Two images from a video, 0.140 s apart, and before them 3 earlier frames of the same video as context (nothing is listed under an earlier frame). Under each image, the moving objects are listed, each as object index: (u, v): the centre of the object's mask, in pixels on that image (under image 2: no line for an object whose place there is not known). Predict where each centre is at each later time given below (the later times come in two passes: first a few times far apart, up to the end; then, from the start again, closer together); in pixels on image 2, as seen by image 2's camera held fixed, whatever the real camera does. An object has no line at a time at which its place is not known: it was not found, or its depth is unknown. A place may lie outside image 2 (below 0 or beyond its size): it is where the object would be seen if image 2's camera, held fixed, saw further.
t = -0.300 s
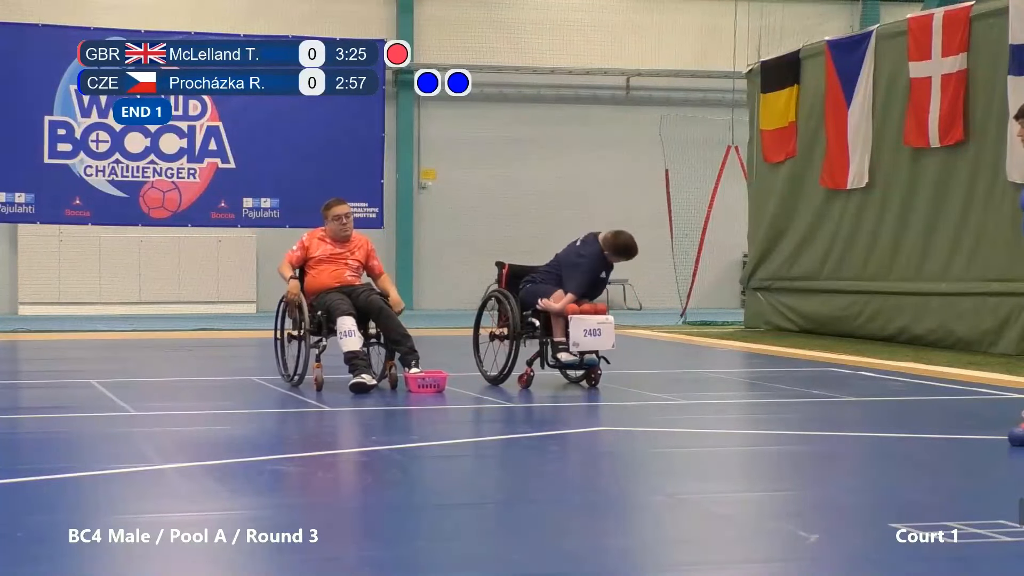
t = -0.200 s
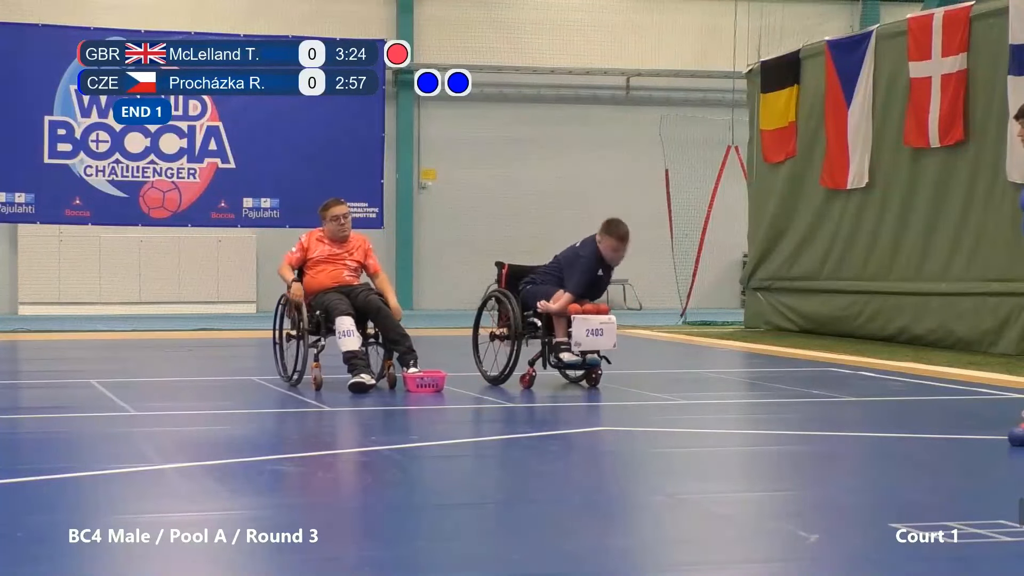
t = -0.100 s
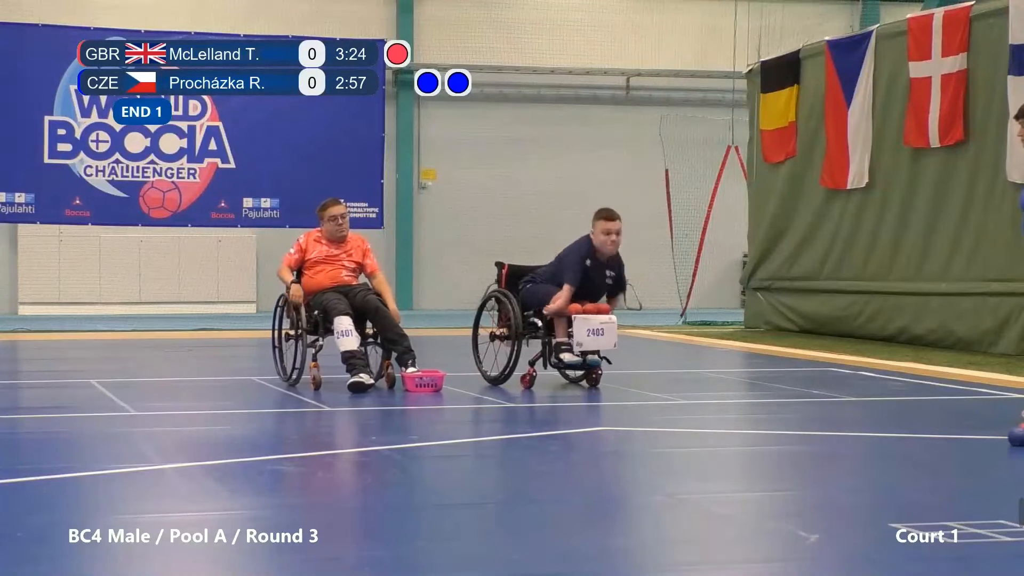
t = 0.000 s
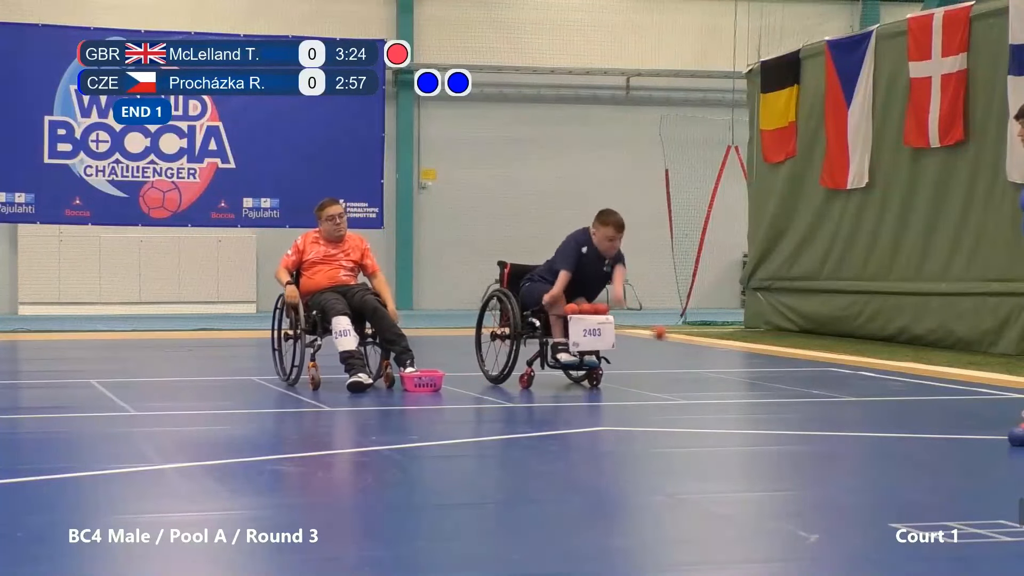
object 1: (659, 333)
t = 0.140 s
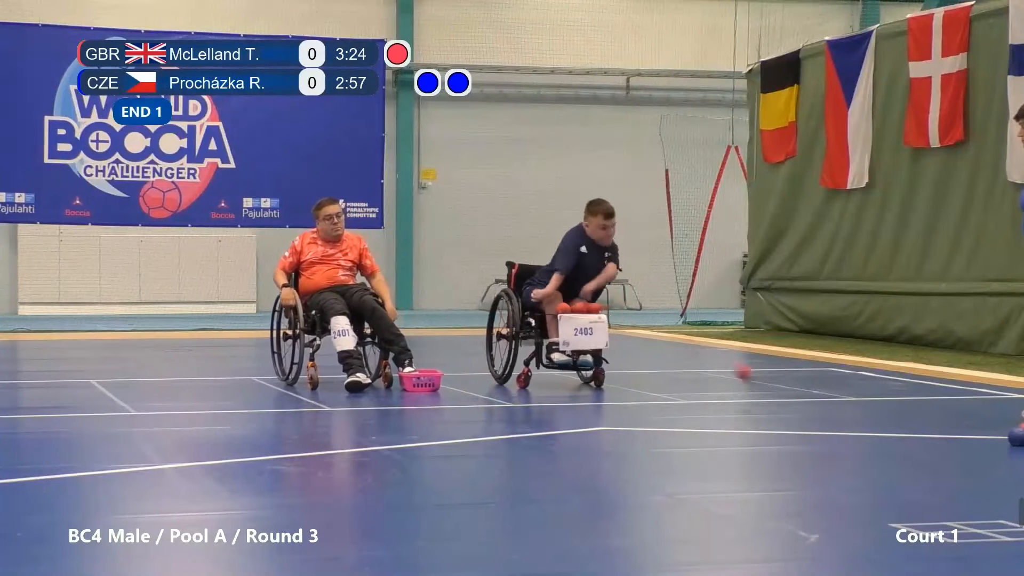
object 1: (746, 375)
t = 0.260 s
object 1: (819, 400)
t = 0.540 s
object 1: (998, 428)
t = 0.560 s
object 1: (1007, 427)
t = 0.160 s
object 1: (759, 384)
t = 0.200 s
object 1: (785, 402)
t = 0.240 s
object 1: (808, 401)
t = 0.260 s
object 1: (819, 400)
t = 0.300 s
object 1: (844, 400)
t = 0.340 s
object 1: (869, 404)
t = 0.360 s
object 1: (883, 408)
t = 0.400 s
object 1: (909, 416)
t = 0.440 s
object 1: (934, 419)
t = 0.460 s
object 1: (946, 419)
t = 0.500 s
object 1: (972, 422)
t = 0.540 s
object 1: (998, 428)
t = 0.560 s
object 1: (1007, 427)
